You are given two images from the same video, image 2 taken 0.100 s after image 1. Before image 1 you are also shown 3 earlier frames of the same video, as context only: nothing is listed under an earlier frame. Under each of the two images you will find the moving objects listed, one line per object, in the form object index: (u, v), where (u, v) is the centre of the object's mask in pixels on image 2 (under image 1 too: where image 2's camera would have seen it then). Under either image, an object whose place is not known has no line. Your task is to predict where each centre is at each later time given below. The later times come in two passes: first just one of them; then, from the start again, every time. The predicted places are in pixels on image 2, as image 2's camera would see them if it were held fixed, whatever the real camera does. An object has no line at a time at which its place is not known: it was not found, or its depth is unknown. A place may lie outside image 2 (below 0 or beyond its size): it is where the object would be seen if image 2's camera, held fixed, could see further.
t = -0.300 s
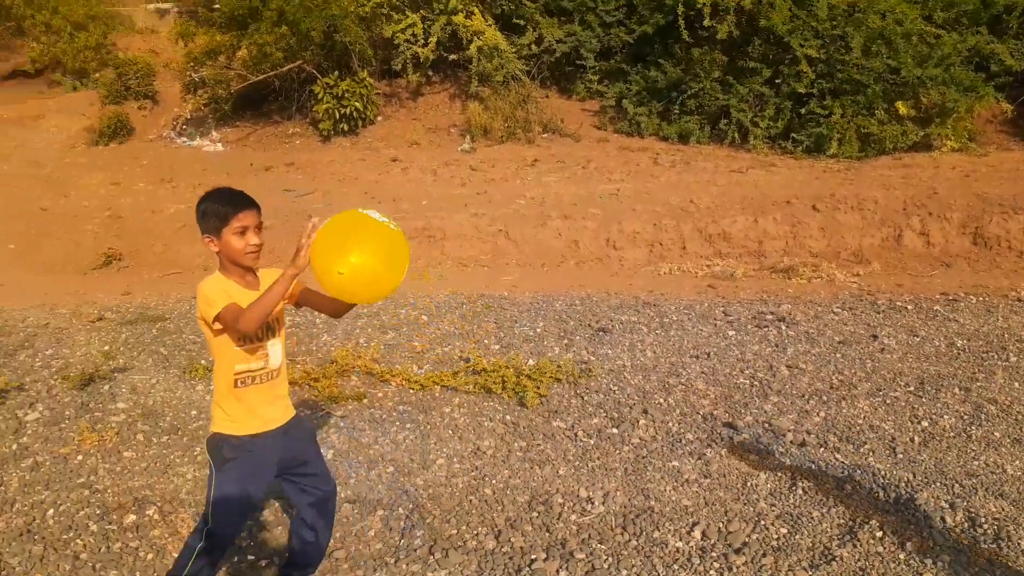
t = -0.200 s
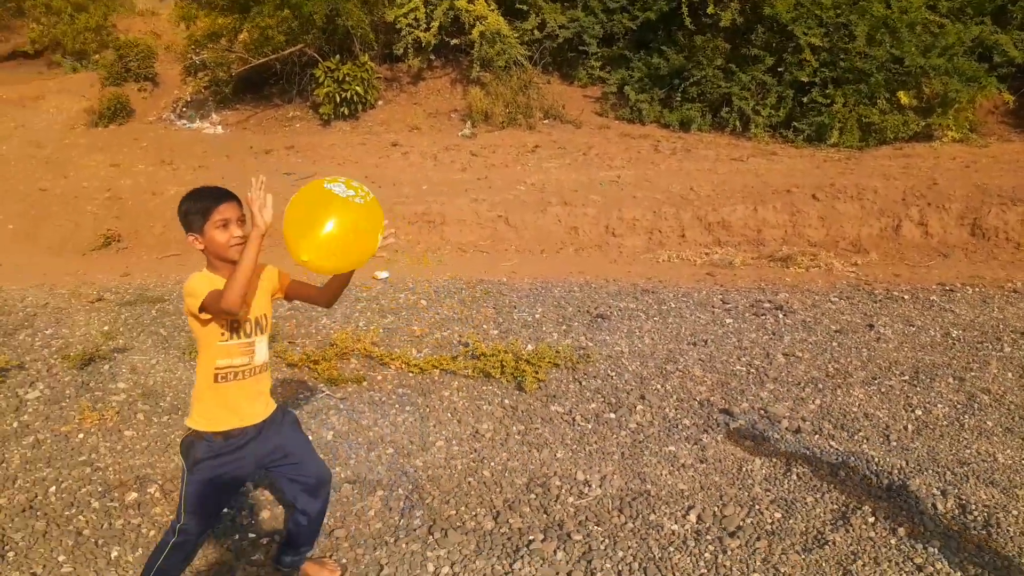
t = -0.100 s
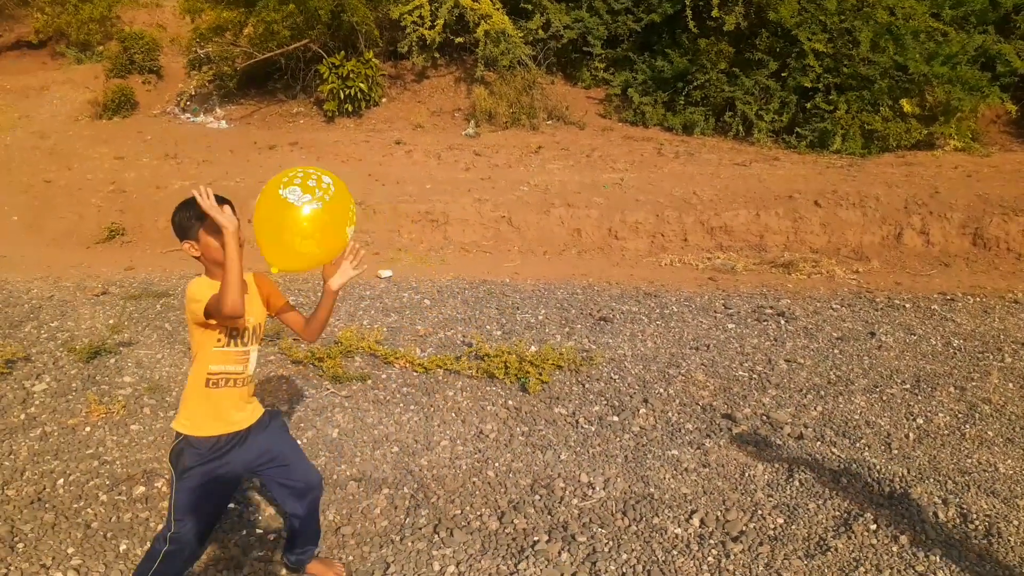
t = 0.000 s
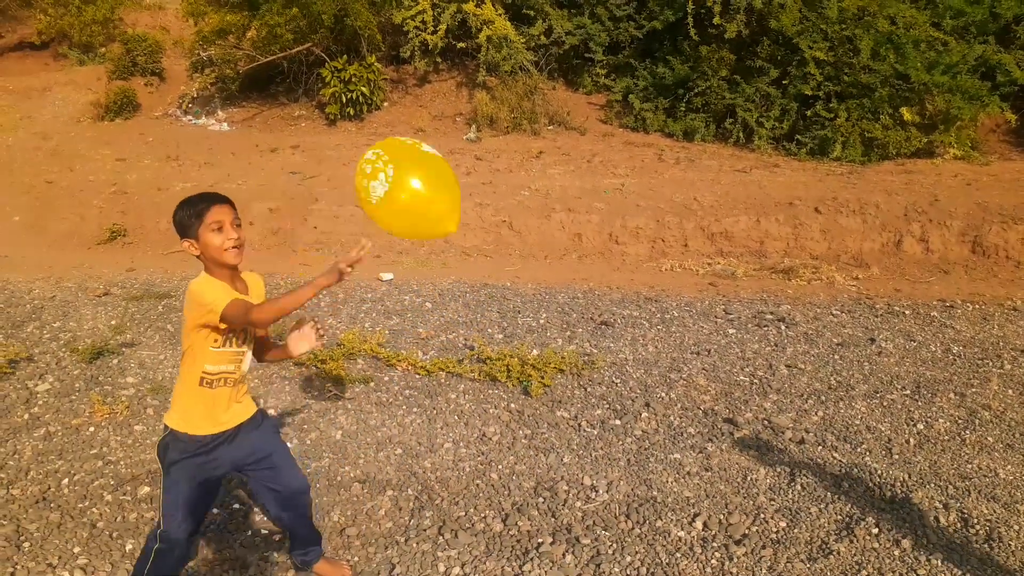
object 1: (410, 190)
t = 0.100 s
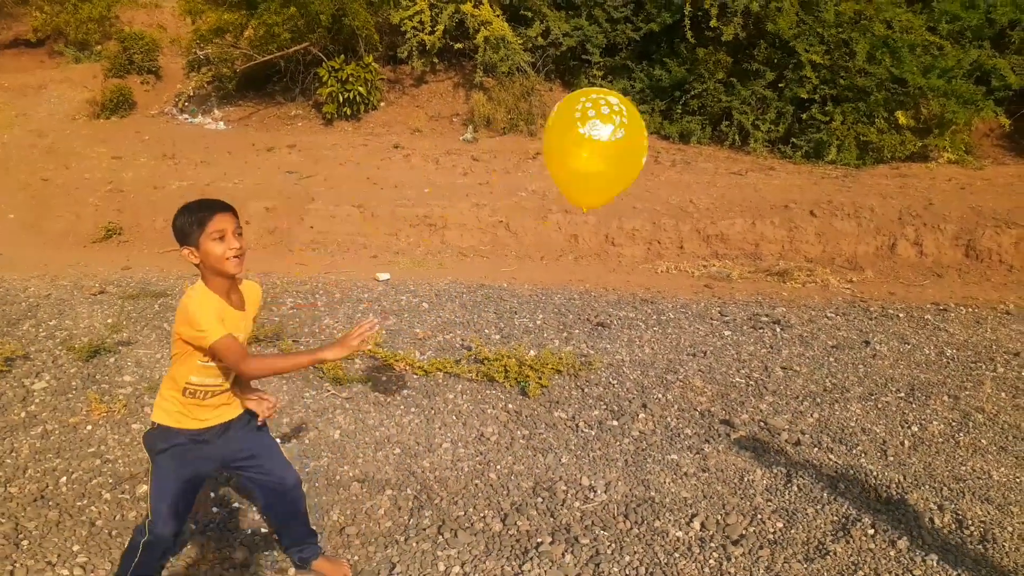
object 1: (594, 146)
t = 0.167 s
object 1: (672, 134)
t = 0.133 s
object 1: (638, 138)
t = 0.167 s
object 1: (672, 134)
